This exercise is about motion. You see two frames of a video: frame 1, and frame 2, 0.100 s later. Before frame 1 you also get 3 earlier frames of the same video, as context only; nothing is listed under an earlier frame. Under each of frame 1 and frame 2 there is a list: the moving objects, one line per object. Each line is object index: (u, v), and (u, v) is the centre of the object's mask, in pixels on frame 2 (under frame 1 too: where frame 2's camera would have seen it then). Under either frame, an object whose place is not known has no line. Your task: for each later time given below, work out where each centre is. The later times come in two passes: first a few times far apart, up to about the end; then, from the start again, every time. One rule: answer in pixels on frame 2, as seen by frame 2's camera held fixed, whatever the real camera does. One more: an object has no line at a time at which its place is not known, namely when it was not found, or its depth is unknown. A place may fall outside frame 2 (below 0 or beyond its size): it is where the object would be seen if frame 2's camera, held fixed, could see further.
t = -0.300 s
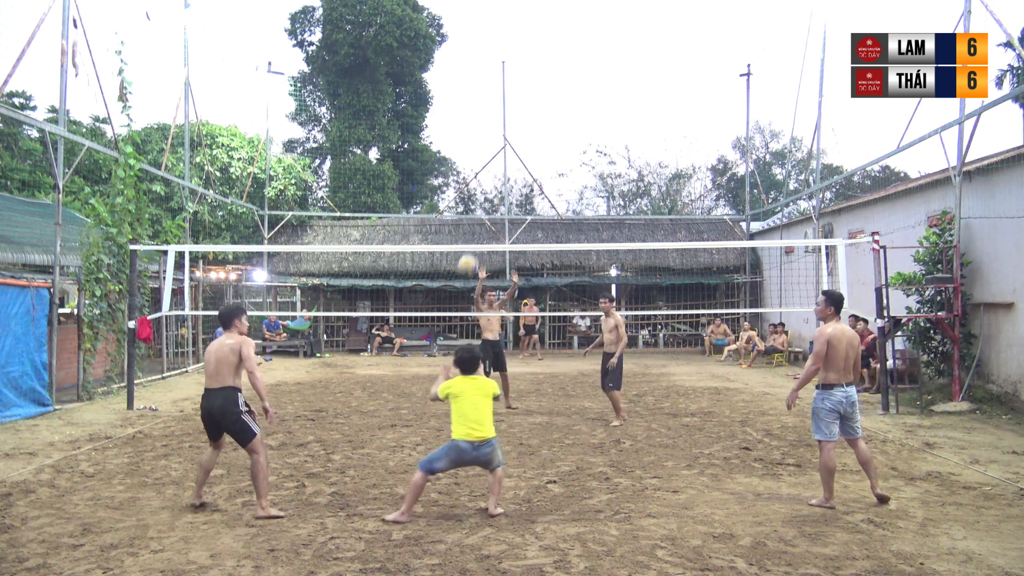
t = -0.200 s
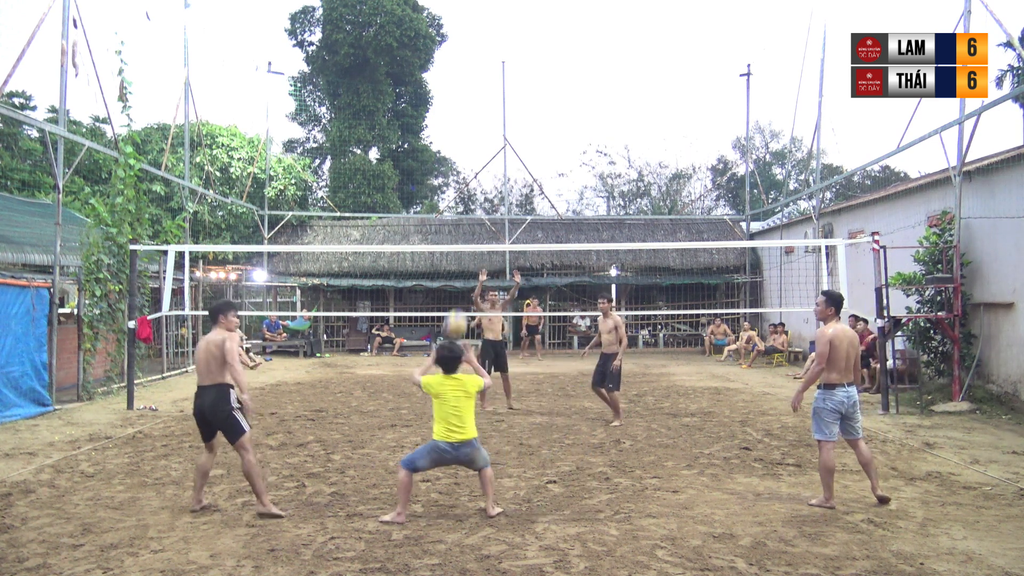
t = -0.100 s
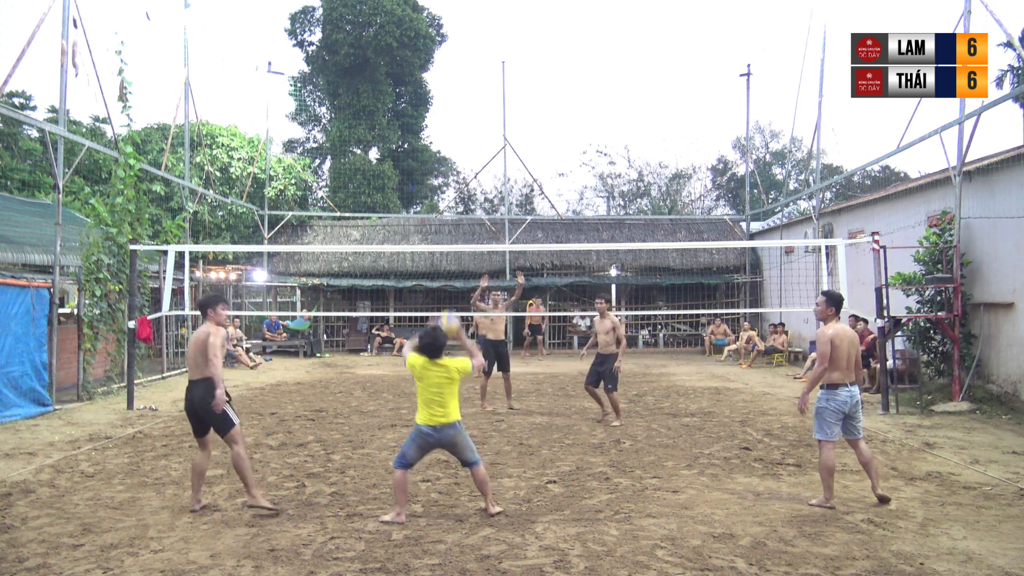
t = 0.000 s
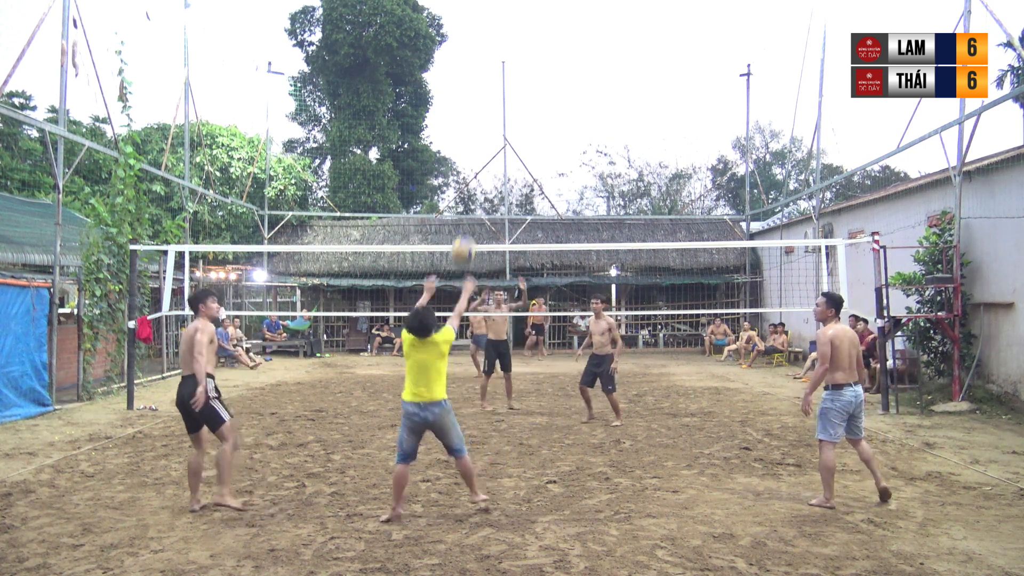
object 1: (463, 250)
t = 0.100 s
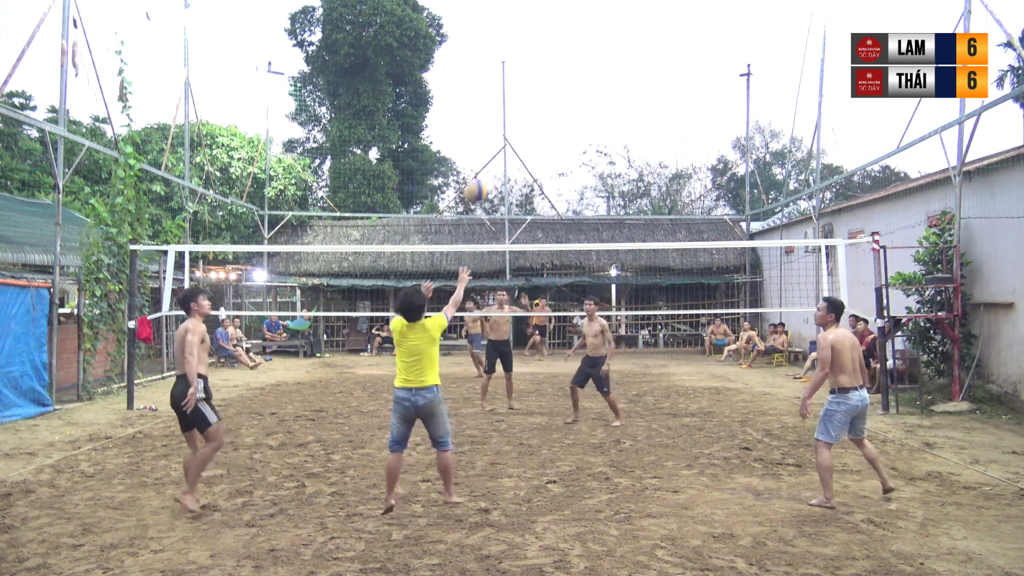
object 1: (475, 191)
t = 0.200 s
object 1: (491, 147)
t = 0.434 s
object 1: (520, 97)
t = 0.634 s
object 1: (543, 101)
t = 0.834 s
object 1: (564, 142)
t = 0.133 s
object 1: (482, 175)
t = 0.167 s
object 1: (486, 160)
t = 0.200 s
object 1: (491, 147)
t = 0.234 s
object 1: (495, 135)
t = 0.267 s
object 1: (500, 126)
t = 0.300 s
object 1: (504, 117)
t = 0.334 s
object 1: (508, 110)
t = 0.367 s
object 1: (512, 104)
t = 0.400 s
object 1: (516, 100)
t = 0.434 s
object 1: (520, 97)
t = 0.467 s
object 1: (524, 95)
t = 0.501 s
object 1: (529, 94)
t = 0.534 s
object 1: (532, 94)
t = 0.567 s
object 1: (536, 95)
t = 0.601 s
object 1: (540, 97)
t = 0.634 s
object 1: (543, 101)
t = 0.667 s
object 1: (547, 105)
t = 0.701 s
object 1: (550, 111)
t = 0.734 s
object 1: (554, 117)
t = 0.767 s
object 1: (557, 124)
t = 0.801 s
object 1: (561, 133)
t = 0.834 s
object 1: (564, 142)
